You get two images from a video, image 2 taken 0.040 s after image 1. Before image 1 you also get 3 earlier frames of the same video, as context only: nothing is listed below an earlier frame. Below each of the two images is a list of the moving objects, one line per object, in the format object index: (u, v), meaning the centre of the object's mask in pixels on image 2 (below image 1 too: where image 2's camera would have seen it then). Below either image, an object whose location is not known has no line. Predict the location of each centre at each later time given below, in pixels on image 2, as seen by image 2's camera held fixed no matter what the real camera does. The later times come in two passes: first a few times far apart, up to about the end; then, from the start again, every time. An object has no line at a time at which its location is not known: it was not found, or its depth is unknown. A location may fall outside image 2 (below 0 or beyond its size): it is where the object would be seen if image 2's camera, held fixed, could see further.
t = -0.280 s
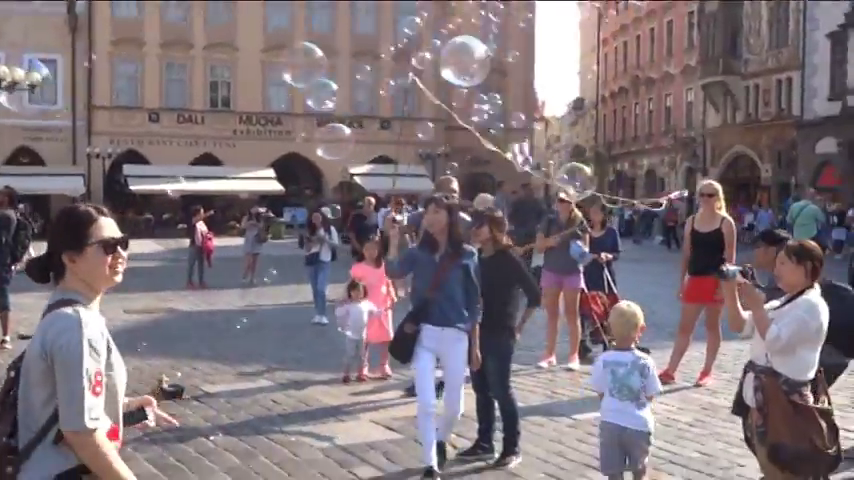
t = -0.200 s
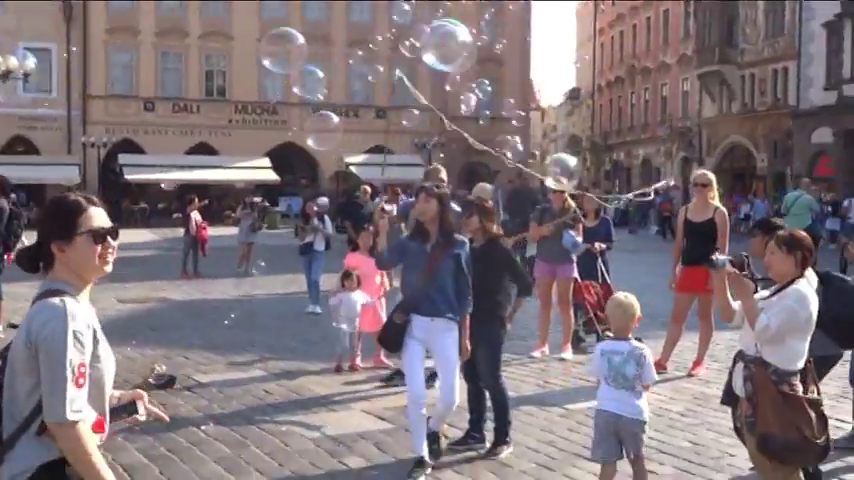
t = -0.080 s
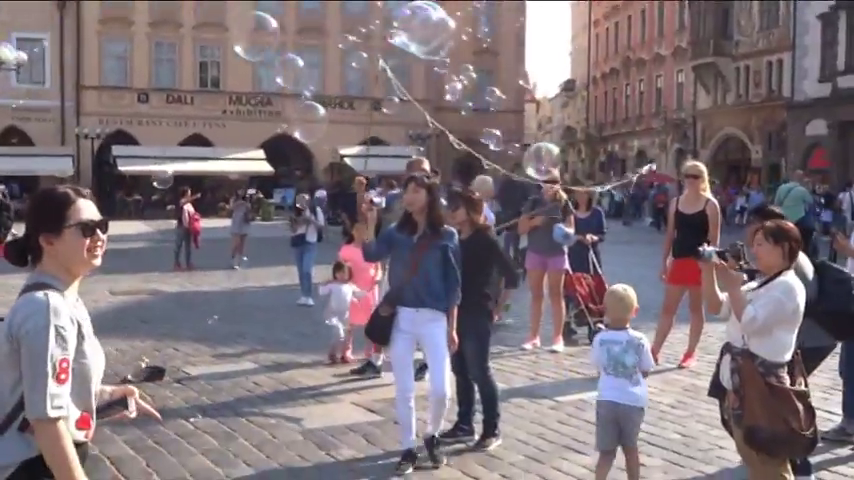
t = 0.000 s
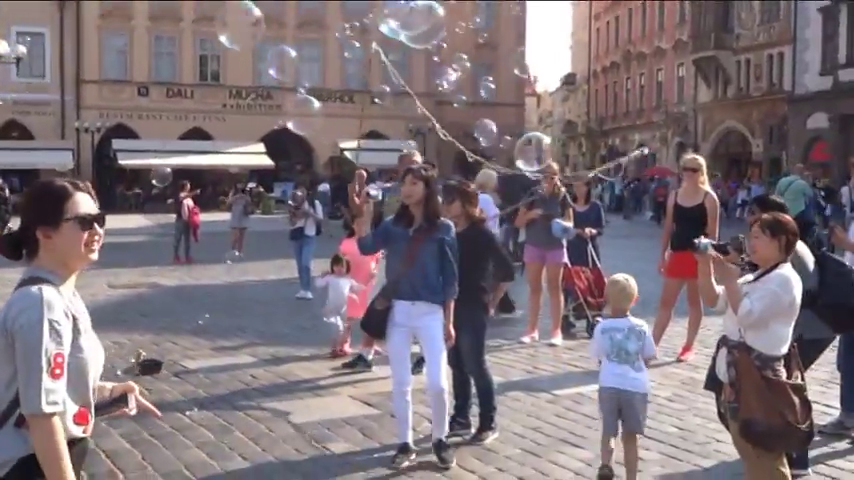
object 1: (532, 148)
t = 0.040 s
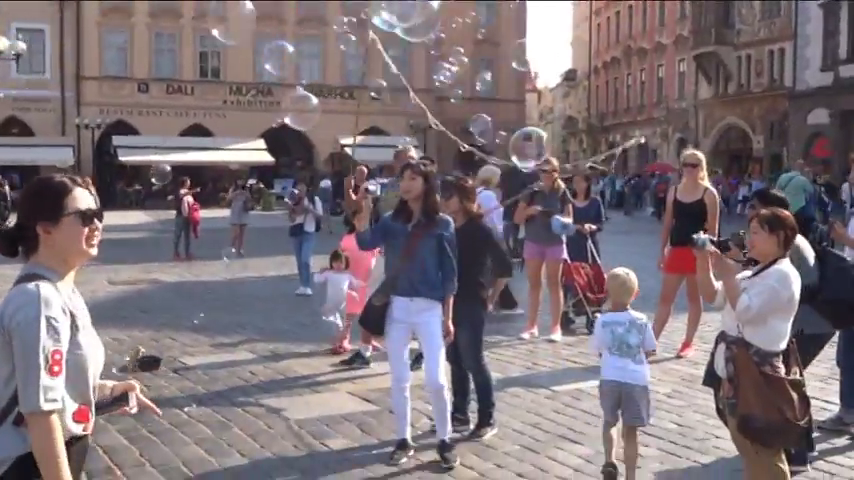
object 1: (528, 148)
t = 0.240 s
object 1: (508, 142)
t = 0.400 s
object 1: (489, 141)
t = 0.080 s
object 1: (524, 147)
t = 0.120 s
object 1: (519, 145)
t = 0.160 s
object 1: (517, 144)
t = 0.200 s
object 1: (512, 143)
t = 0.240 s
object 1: (508, 142)
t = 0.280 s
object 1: (503, 143)
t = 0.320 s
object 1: (497, 142)
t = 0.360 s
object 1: (494, 142)
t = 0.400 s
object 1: (489, 141)
